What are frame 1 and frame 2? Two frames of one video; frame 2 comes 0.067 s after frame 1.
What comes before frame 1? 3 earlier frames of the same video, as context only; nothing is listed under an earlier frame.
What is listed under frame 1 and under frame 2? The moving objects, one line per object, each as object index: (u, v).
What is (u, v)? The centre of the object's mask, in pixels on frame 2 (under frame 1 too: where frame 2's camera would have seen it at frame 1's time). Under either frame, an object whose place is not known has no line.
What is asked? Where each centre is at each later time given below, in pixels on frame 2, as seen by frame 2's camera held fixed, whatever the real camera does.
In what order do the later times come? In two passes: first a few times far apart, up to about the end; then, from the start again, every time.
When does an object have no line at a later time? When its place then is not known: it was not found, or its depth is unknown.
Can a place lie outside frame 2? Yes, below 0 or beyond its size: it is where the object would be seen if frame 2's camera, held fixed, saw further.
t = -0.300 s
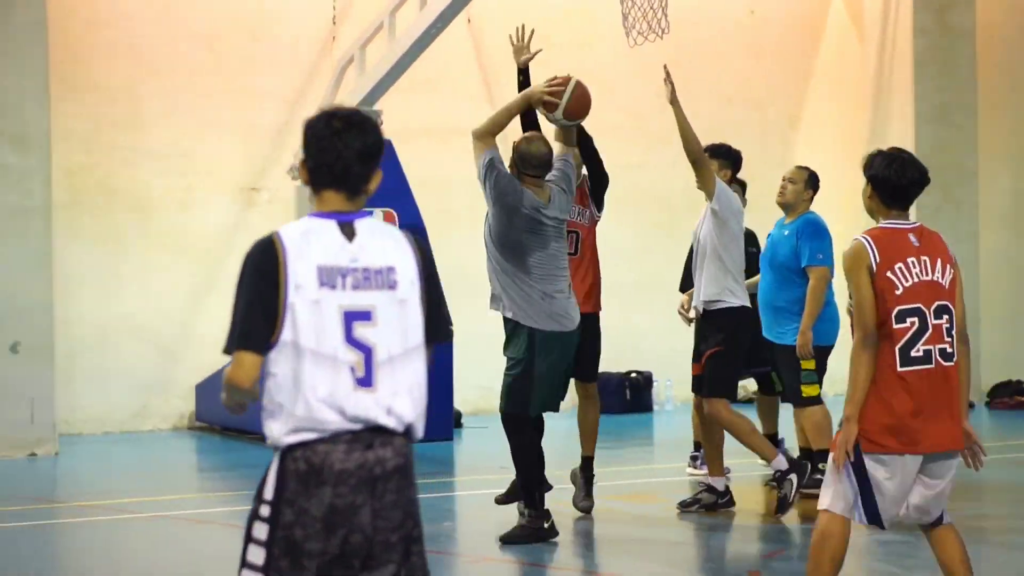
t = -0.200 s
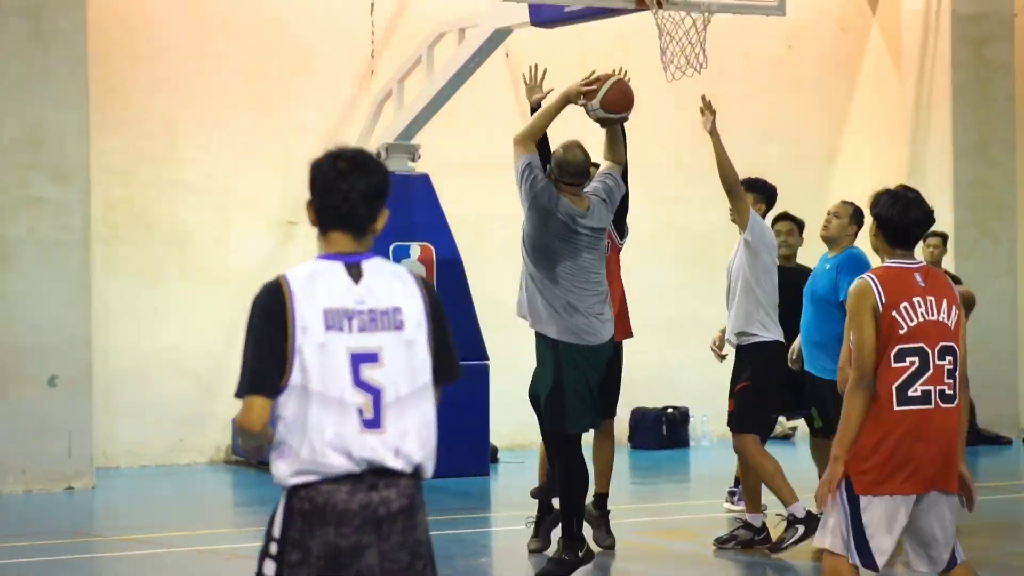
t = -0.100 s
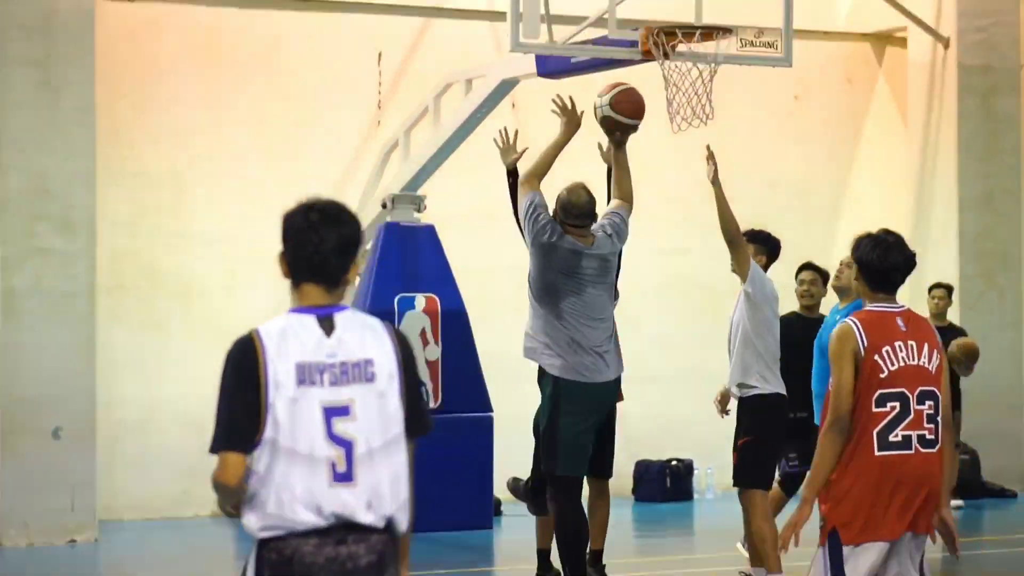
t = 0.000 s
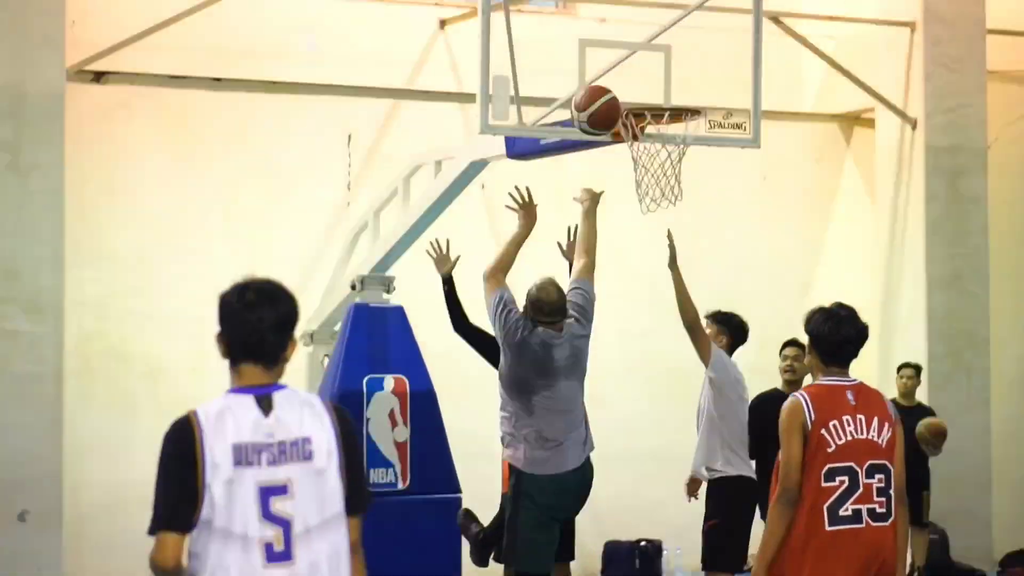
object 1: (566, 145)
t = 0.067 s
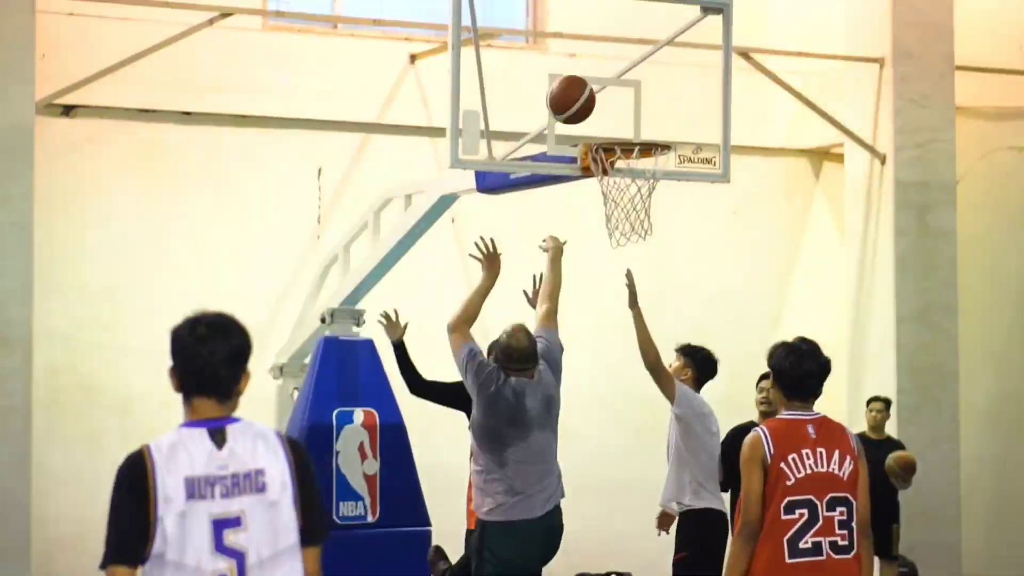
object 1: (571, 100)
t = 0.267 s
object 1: (586, 6)
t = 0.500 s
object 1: (603, 4)
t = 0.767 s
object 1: (623, 120)
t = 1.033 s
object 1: (635, 102)
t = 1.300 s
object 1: (627, 175)
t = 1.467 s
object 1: (607, 252)
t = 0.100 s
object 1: (574, 74)
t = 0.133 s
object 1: (577, 57)
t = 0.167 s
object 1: (578, 42)
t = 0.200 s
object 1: (582, 25)
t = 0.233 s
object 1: (584, 15)
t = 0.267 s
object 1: (586, 6)
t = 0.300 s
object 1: (589, -2)
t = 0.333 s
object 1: (591, -6)
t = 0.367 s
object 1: (593, -8)
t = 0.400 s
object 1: (596, -8)
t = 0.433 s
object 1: (598, -7)
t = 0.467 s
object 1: (600, -3)
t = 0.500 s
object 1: (603, 4)
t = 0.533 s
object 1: (606, 12)
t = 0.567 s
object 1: (608, 21)
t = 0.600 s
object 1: (611, 36)
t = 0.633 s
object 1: (613, 48)
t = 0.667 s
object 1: (616, 62)
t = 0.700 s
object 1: (618, 83)
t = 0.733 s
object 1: (620, 101)
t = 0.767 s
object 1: (623, 120)
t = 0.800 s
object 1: (625, 115)
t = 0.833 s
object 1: (626, 108)
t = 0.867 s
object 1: (627, 102)
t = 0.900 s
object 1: (629, 98)
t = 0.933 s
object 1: (630, 96)
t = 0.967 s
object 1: (632, 96)
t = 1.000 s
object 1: (634, 98)
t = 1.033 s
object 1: (635, 102)
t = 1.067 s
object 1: (637, 107)
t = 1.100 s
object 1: (639, 116)
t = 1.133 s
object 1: (640, 124)
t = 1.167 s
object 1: (642, 130)
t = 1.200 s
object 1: (641, 148)
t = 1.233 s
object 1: (637, 155)
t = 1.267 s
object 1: (633, 163)
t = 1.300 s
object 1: (627, 175)
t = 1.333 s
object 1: (623, 187)
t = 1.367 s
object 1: (618, 200)
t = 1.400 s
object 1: (613, 219)
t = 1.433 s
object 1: (610, 234)
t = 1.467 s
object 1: (607, 252)
